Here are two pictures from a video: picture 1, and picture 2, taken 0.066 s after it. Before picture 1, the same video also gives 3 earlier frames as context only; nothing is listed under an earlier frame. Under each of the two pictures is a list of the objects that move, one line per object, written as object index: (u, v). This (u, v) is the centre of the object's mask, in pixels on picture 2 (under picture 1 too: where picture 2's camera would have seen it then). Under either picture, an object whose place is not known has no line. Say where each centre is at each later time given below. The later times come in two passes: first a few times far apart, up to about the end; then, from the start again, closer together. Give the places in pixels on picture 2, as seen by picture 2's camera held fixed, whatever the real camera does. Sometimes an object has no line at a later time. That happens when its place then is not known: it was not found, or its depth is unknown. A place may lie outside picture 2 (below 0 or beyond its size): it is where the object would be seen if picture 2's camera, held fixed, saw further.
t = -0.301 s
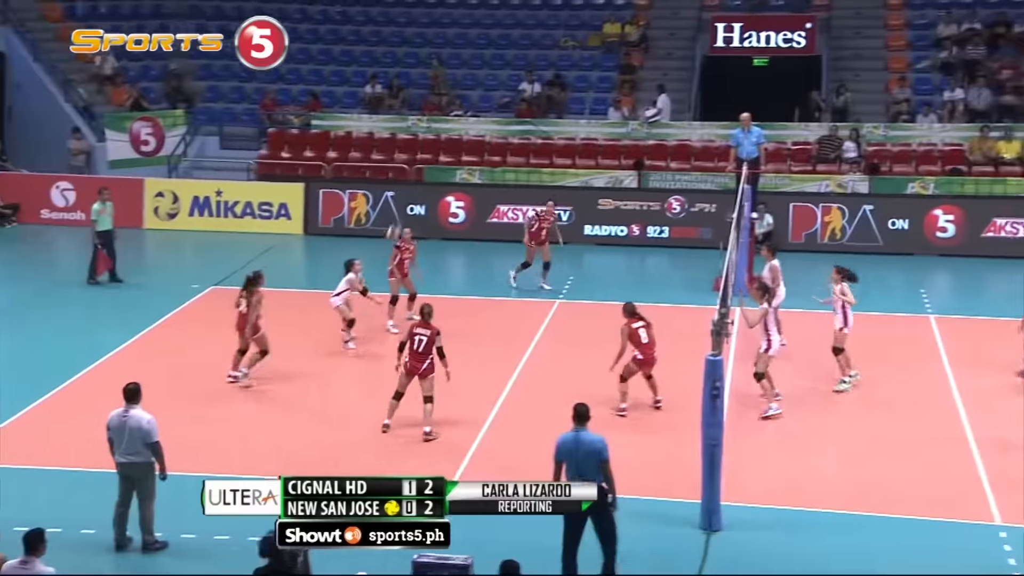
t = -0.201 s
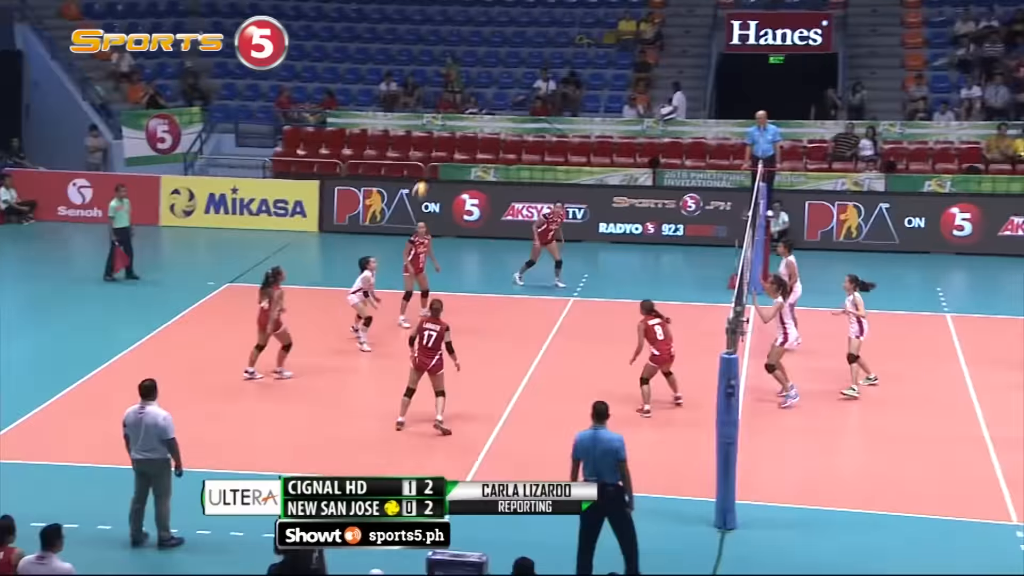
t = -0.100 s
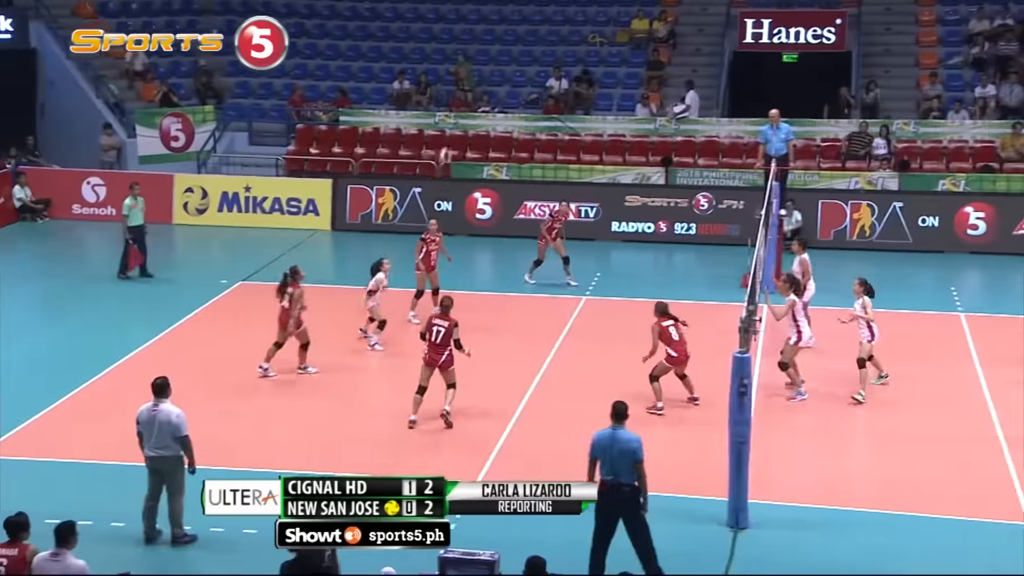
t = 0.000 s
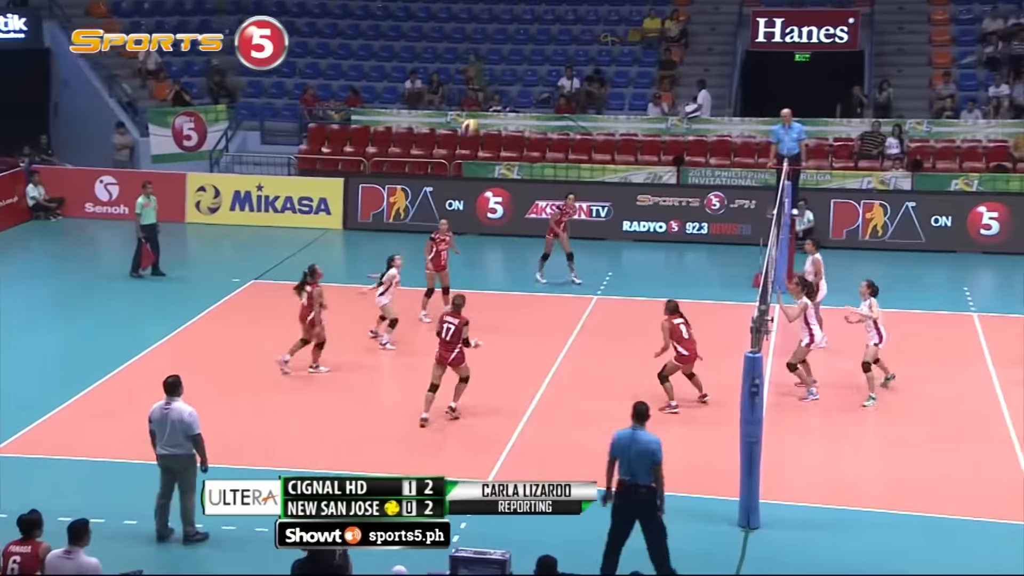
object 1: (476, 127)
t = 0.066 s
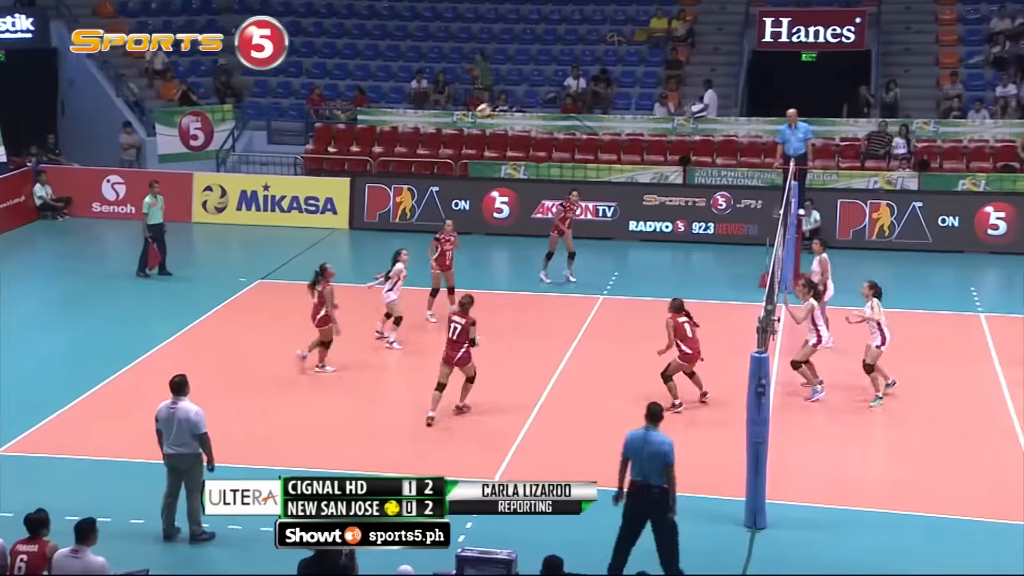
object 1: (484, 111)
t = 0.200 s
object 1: (502, 90)
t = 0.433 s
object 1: (532, 82)
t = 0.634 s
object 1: (559, 108)
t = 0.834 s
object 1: (587, 165)
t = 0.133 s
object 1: (493, 100)
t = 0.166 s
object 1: (497, 93)
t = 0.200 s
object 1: (502, 90)
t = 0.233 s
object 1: (505, 87)
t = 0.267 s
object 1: (510, 83)
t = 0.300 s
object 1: (514, 82)
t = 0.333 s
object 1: (520, 81)
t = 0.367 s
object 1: (524, 81)
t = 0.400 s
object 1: (528, 81)
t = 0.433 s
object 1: (532, 82)
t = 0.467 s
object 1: (537, 84)
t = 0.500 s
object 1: (541, 88)
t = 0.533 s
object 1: (546, 94)
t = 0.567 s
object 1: (551, 99)
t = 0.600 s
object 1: (555, 102)
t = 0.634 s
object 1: (559, 108)
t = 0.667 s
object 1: (564, 116)
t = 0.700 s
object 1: (568, 123)
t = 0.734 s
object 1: (573, 135)
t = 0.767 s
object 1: (578, 142)
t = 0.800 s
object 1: (583, 155)
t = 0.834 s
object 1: (587, 165)
